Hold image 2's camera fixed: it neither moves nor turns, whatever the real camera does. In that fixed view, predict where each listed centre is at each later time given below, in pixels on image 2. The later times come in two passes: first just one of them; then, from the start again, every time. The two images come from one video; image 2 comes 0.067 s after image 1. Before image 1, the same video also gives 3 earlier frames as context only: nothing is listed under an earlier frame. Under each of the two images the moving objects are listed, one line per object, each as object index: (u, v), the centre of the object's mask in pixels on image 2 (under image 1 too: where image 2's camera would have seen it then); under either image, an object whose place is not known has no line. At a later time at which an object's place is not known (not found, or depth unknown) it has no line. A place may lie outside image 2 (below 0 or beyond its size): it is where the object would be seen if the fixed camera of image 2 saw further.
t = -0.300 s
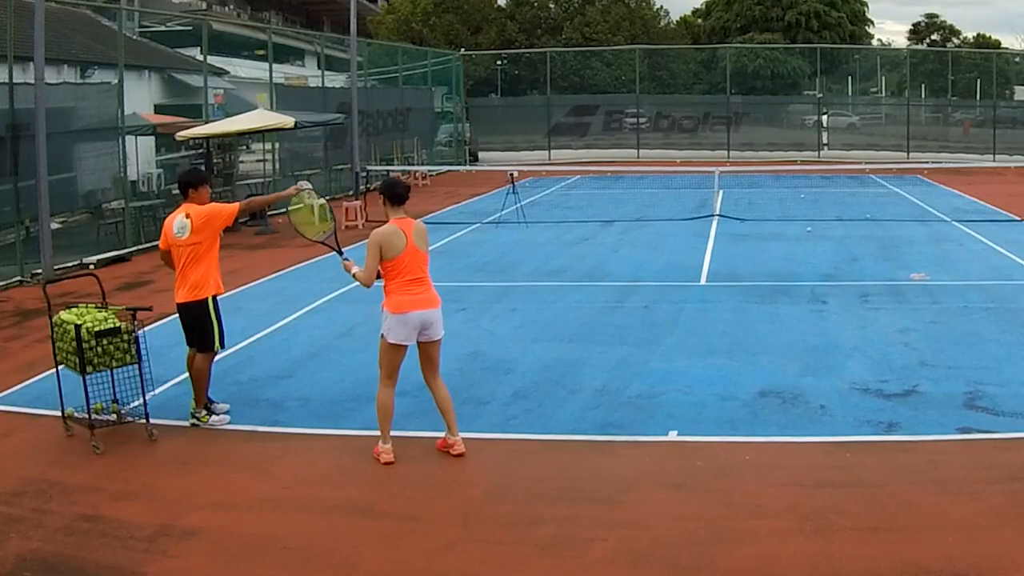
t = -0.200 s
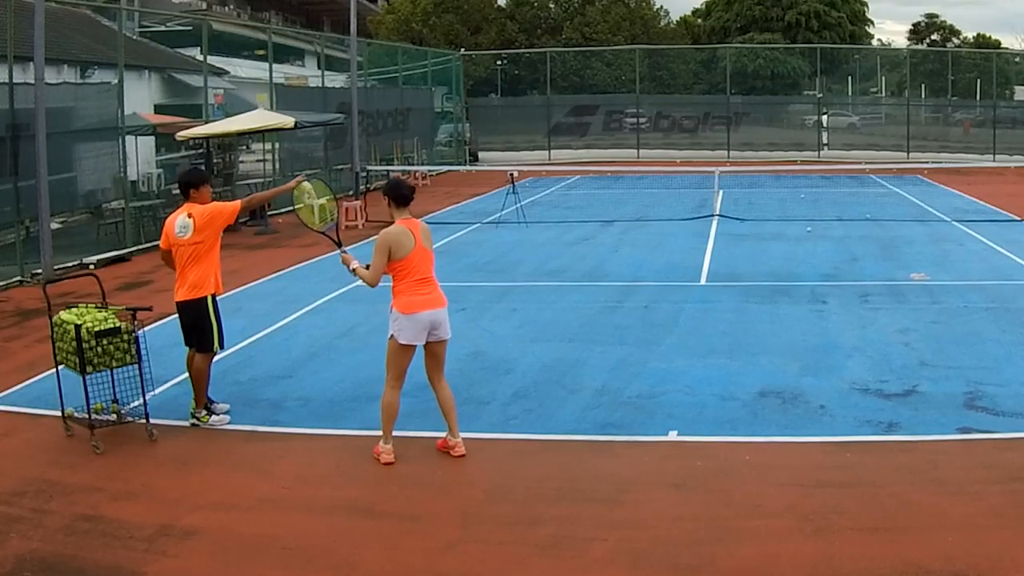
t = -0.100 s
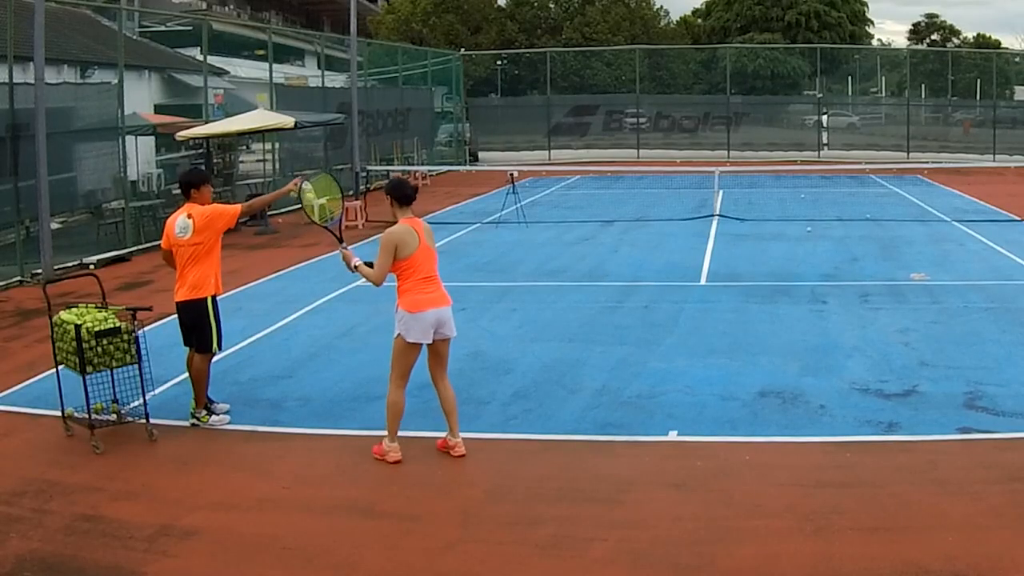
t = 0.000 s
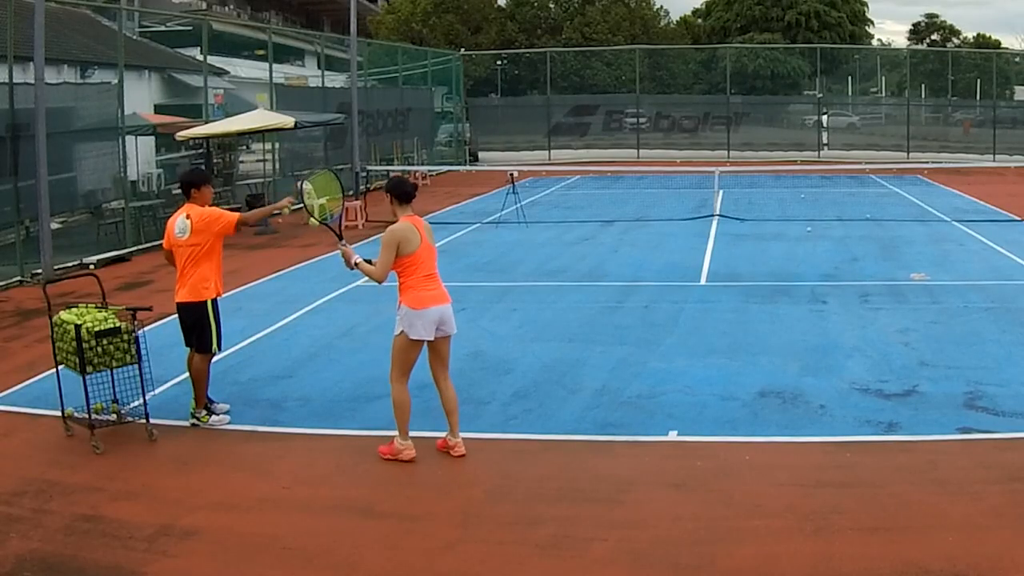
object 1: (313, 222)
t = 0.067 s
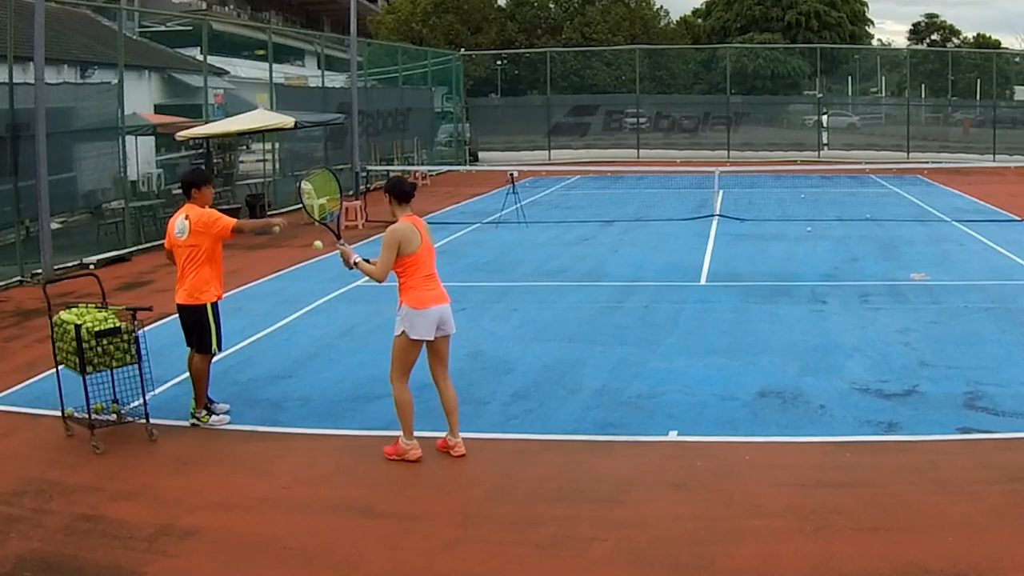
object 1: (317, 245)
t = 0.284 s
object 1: (333, 363)
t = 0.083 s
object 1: (318, 251)
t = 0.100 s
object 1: (319, 259)
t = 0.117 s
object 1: (320, 267)
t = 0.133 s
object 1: (321, 275)
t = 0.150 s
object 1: (322, 283)
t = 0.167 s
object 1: (323, 292)
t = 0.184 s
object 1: (324, 302)
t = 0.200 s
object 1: (326, 311)
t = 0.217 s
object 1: (327, 320)
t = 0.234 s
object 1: (329, 330)
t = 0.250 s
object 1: (330, 341)
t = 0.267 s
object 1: (331, 352)
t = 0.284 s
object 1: (333, 363)
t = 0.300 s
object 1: (334, 374)
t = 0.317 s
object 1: (336, 386)
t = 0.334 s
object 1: (338, 398)
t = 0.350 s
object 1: (338, 401)
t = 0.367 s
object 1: (337, 391)
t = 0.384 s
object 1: (337, 383)
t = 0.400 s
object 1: (336, 375)
